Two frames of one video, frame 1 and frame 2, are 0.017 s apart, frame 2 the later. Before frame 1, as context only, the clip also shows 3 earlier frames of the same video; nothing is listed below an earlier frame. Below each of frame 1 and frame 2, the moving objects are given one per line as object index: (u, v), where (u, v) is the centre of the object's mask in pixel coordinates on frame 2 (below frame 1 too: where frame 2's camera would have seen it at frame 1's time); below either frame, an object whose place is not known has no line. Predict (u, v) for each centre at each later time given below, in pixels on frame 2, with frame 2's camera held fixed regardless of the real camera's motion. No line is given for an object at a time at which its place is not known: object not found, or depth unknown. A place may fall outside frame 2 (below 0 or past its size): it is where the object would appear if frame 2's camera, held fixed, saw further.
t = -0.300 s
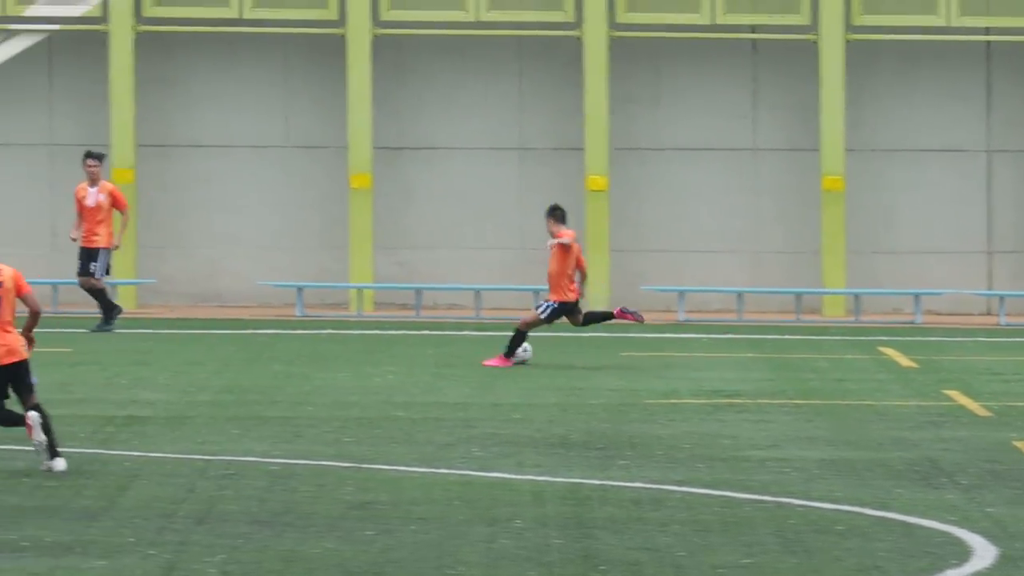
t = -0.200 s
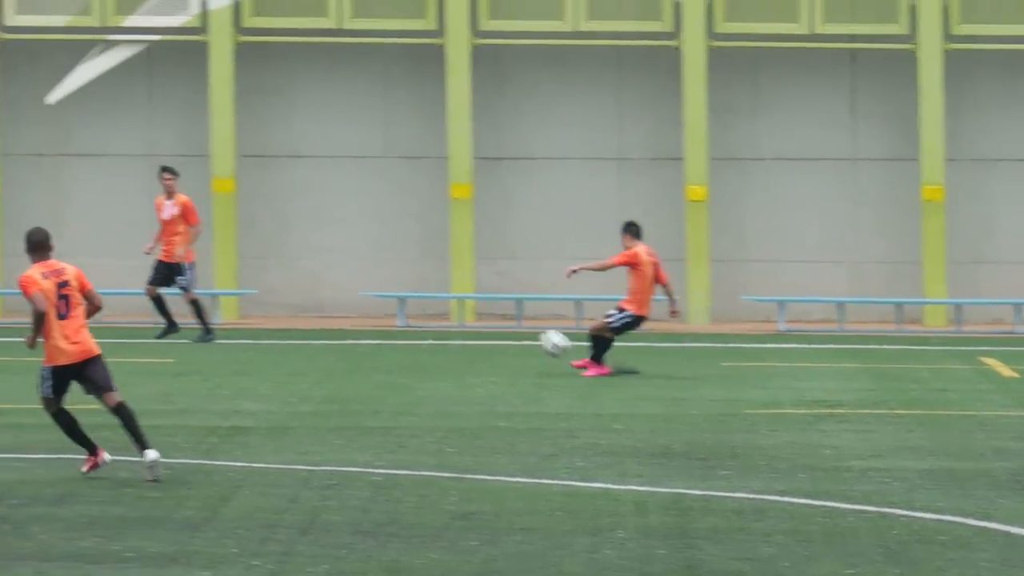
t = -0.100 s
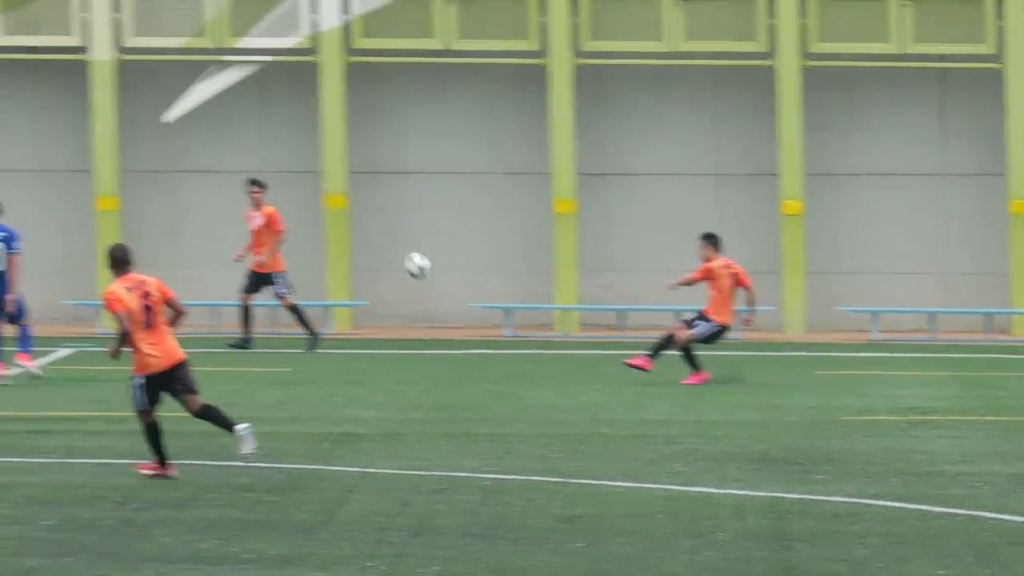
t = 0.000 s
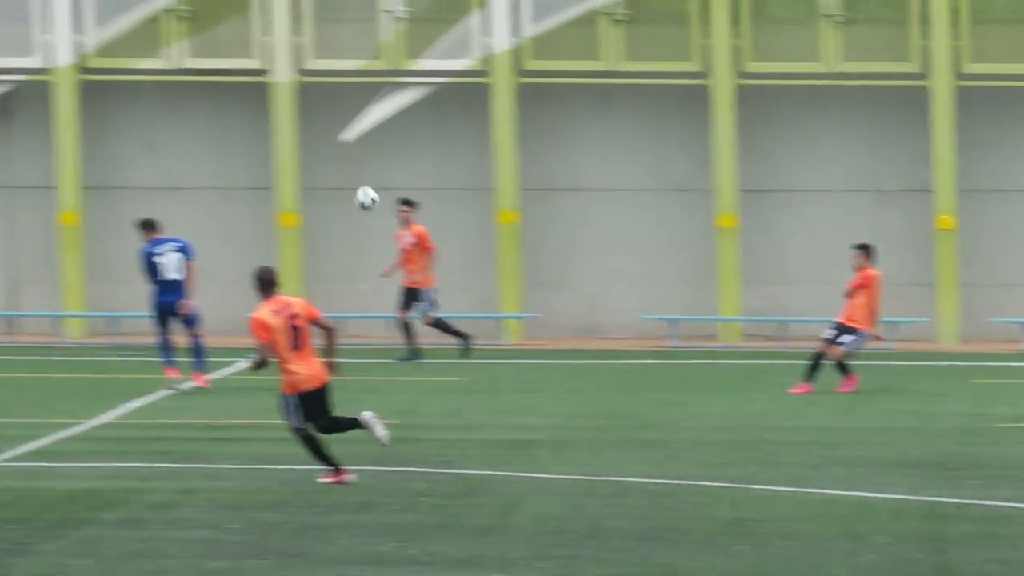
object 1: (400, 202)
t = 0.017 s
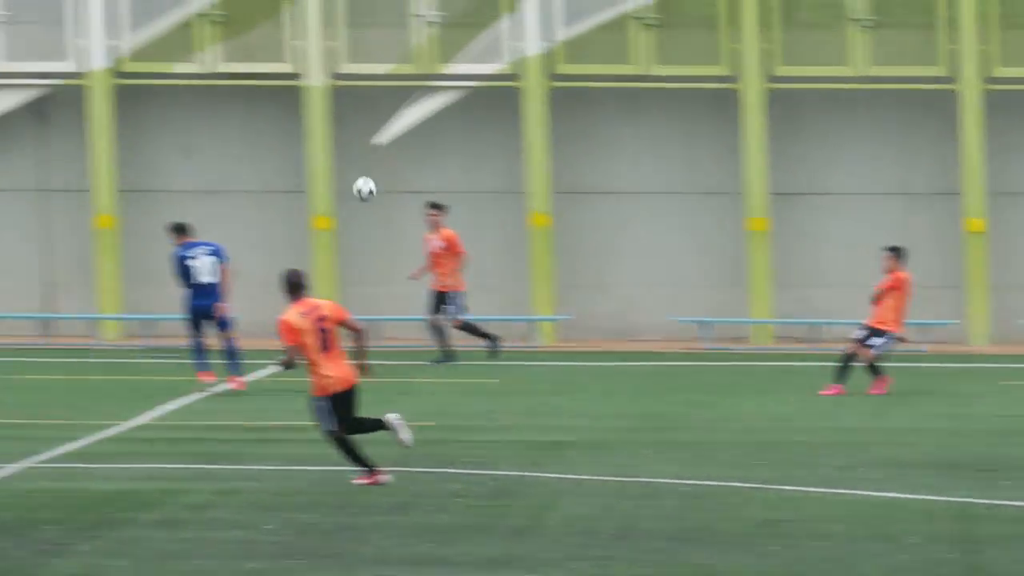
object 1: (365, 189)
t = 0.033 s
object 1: (329, 175)
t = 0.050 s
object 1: (293, 162)
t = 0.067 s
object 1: (257, 149)
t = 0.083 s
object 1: (222, 136)
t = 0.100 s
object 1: (187, 123)
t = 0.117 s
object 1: (151, 110)
